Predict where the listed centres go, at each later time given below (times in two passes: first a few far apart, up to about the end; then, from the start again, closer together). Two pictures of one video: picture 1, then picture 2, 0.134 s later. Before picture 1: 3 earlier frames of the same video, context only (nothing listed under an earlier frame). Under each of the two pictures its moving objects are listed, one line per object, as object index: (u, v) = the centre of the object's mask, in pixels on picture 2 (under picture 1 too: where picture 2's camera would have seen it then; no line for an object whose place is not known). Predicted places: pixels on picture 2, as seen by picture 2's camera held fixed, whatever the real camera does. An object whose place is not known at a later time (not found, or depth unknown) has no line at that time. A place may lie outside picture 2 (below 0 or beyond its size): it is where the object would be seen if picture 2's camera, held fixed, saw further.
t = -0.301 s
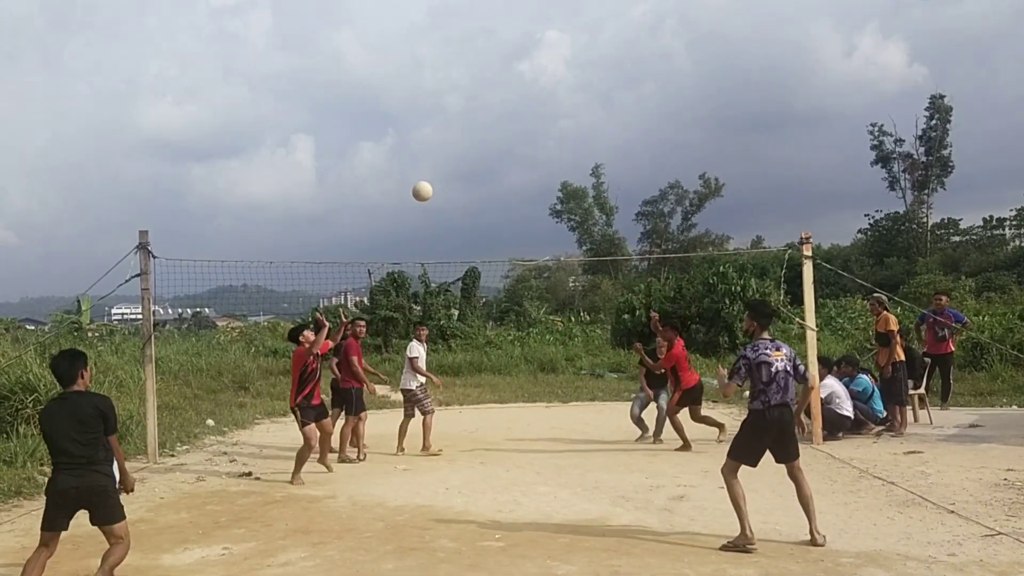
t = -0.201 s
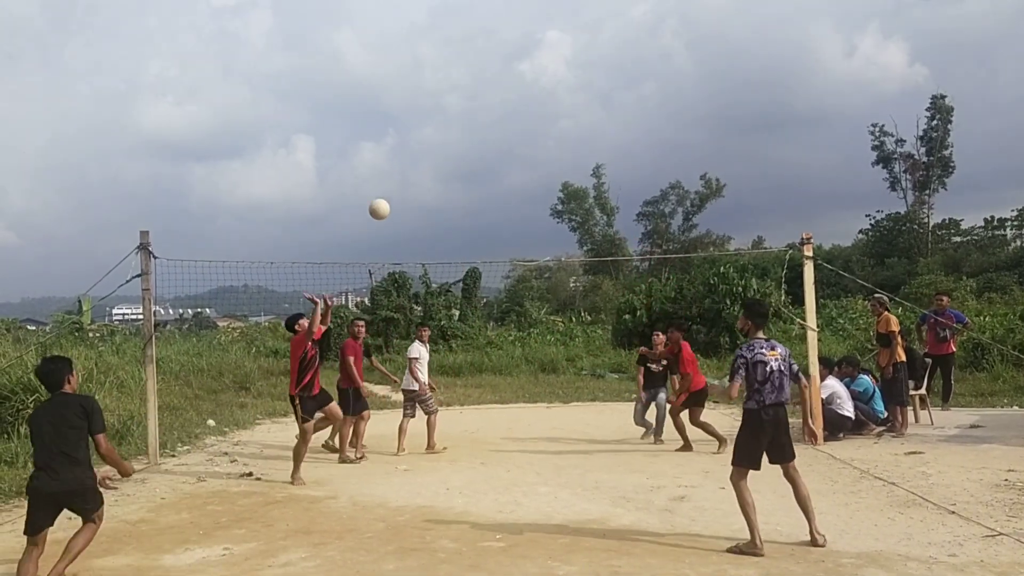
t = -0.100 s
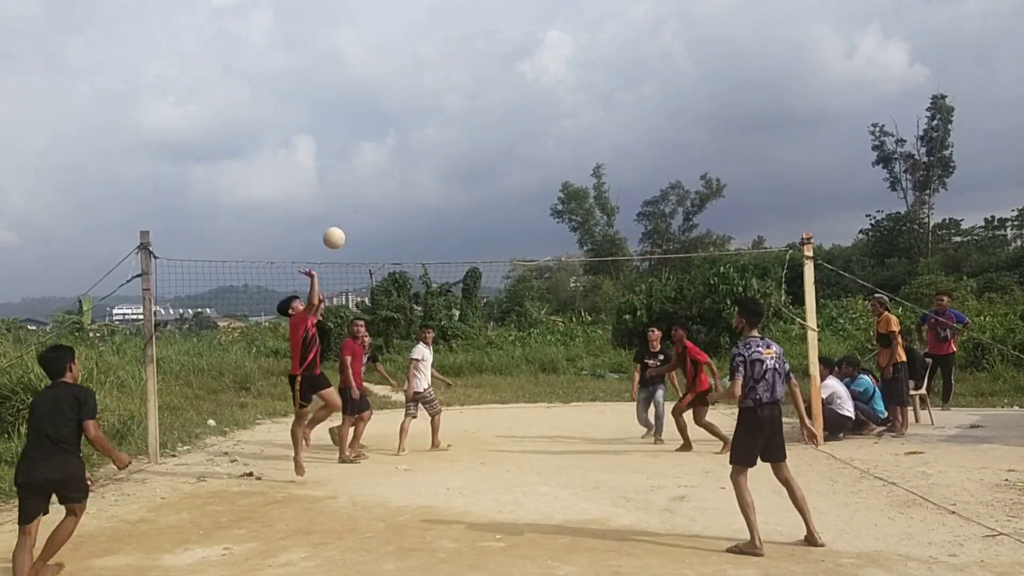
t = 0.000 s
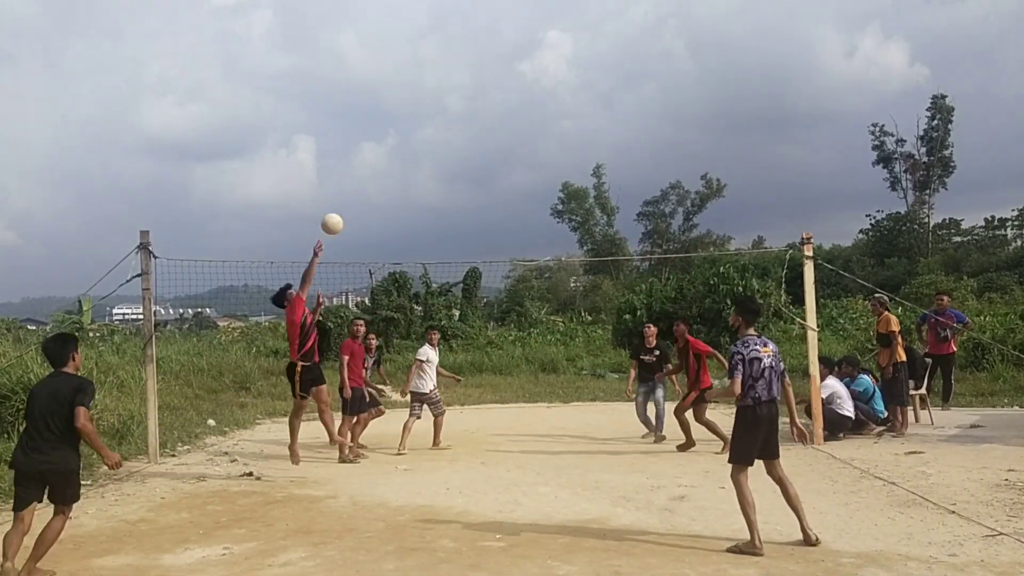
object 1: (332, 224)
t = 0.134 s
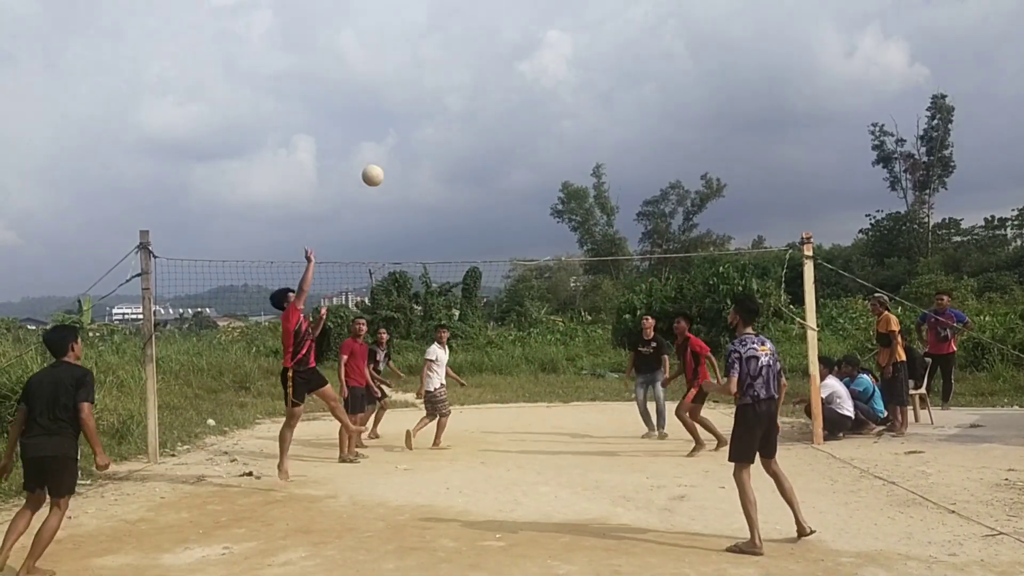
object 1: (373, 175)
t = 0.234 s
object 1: (404, 151)
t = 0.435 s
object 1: (466, 132)
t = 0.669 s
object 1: (539, 162)
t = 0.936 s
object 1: (623, 265)
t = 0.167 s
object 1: (383, 166)
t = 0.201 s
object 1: (393, 158)
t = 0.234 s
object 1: (404, 151)
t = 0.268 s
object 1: (414, 145)
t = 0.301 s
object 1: (425, 140)
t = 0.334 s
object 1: (435, 136)
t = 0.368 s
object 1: (446, 134)
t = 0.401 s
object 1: (456, 132)
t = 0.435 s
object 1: (466, 132)
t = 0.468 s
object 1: (477, 133)
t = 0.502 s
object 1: (487, 135)
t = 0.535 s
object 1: (497, 138)
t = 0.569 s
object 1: (508, 142)
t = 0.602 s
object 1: (518, 148)
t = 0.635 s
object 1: (528, 155)
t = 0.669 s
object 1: (539, 162)
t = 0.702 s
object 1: (549, 172)
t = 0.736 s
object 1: (560, 181)
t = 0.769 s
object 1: (570, 192)
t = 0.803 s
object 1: (581, 204)
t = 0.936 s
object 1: (623, 265)
